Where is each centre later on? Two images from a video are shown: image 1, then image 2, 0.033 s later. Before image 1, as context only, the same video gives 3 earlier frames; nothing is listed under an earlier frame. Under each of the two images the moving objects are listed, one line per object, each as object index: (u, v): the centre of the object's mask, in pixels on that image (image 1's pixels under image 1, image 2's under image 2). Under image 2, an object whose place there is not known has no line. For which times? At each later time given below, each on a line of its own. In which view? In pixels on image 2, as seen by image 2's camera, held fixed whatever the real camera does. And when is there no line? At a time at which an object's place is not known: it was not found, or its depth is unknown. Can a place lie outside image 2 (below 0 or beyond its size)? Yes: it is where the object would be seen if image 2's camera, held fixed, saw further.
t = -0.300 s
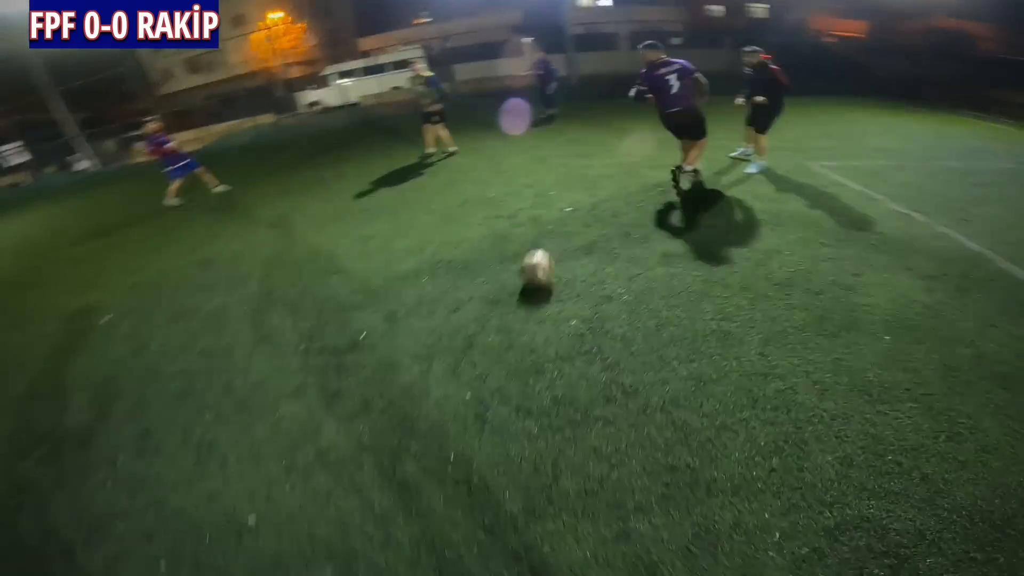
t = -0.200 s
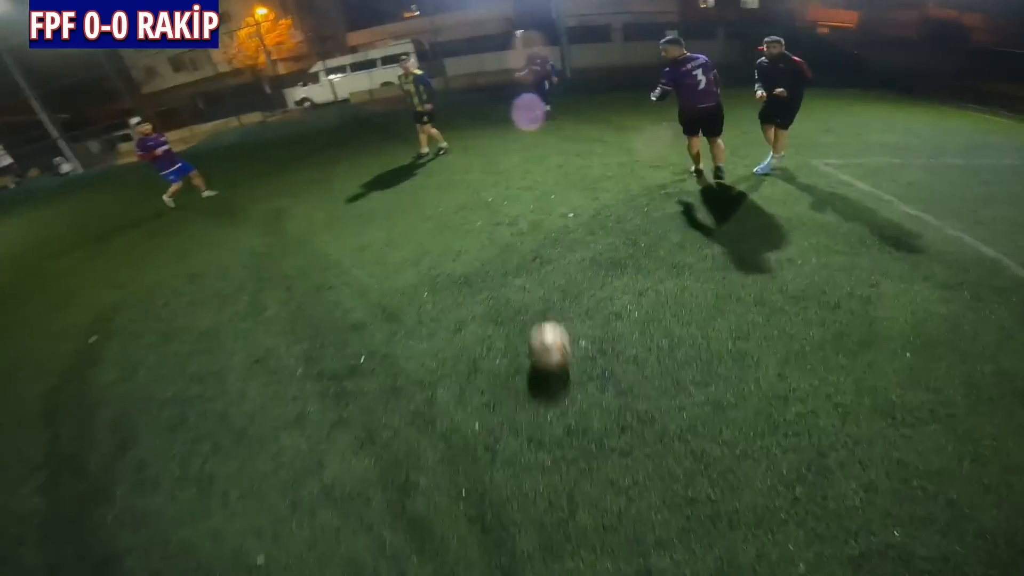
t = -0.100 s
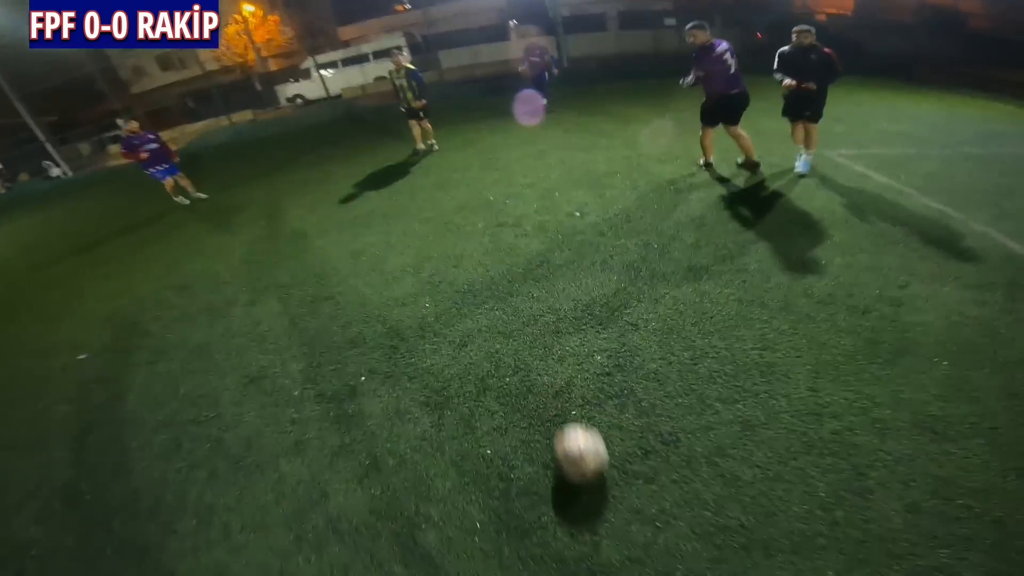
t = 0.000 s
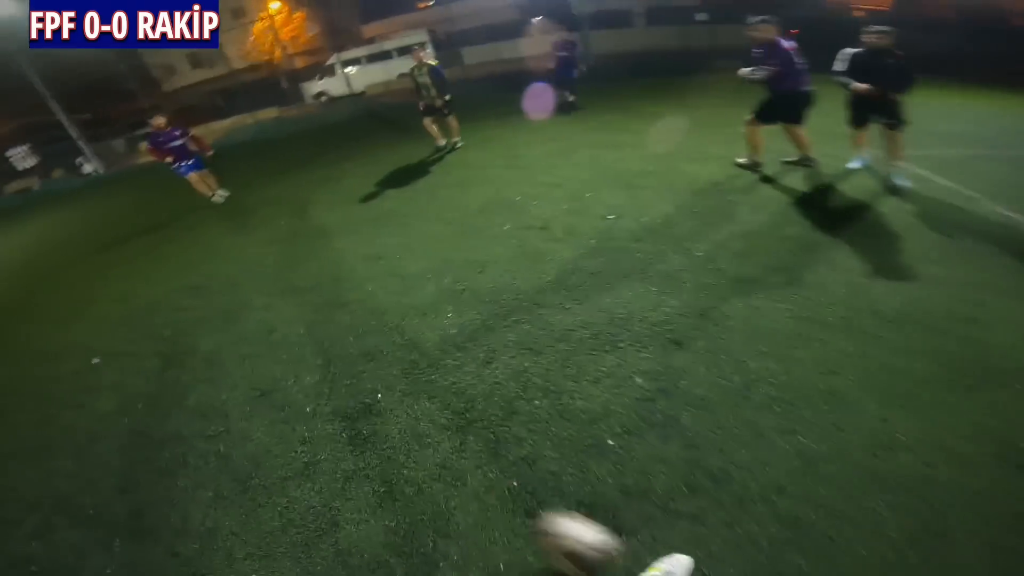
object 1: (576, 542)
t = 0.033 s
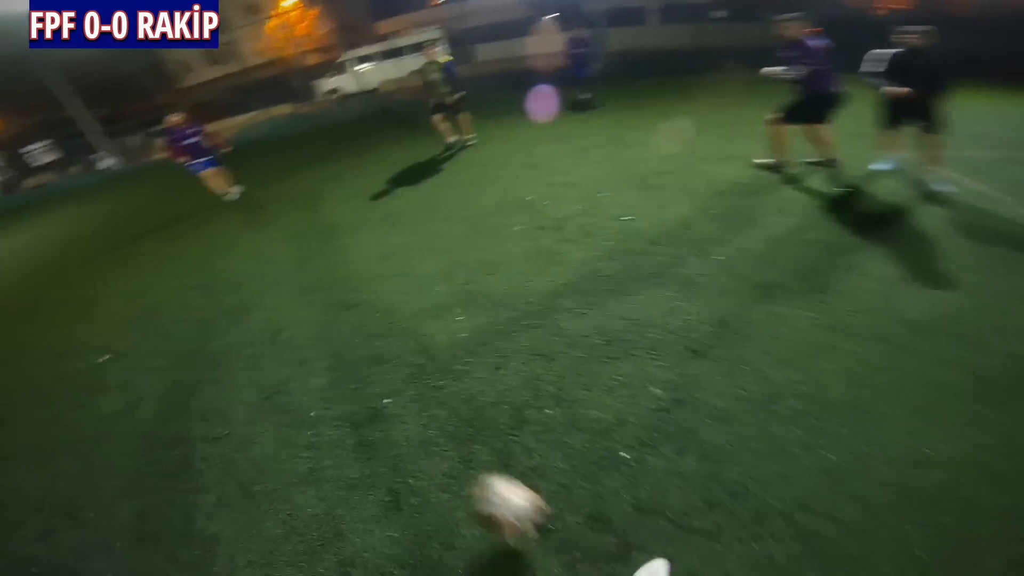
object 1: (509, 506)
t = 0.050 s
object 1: (472, 478)
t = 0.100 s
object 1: (388, 415)
